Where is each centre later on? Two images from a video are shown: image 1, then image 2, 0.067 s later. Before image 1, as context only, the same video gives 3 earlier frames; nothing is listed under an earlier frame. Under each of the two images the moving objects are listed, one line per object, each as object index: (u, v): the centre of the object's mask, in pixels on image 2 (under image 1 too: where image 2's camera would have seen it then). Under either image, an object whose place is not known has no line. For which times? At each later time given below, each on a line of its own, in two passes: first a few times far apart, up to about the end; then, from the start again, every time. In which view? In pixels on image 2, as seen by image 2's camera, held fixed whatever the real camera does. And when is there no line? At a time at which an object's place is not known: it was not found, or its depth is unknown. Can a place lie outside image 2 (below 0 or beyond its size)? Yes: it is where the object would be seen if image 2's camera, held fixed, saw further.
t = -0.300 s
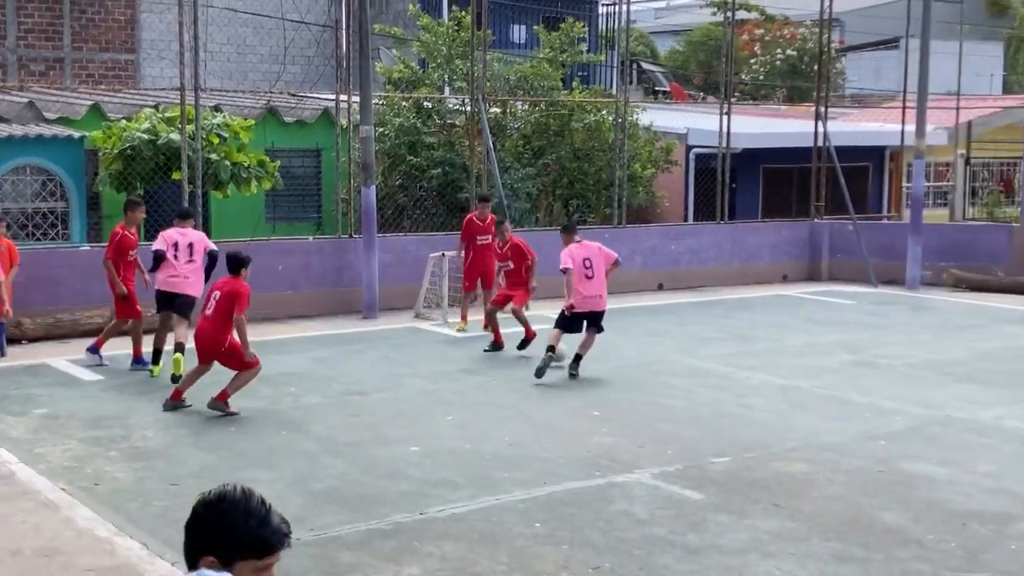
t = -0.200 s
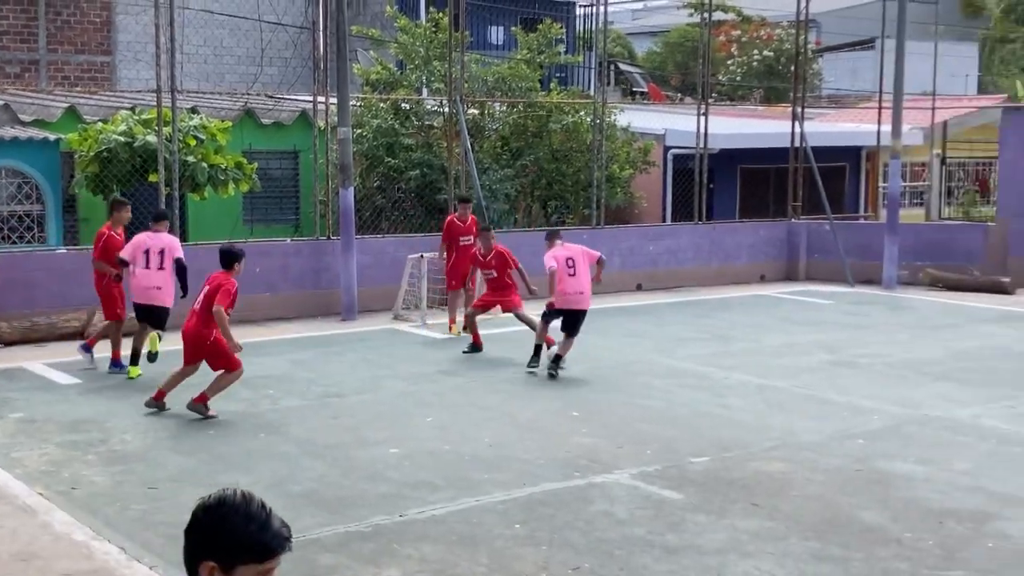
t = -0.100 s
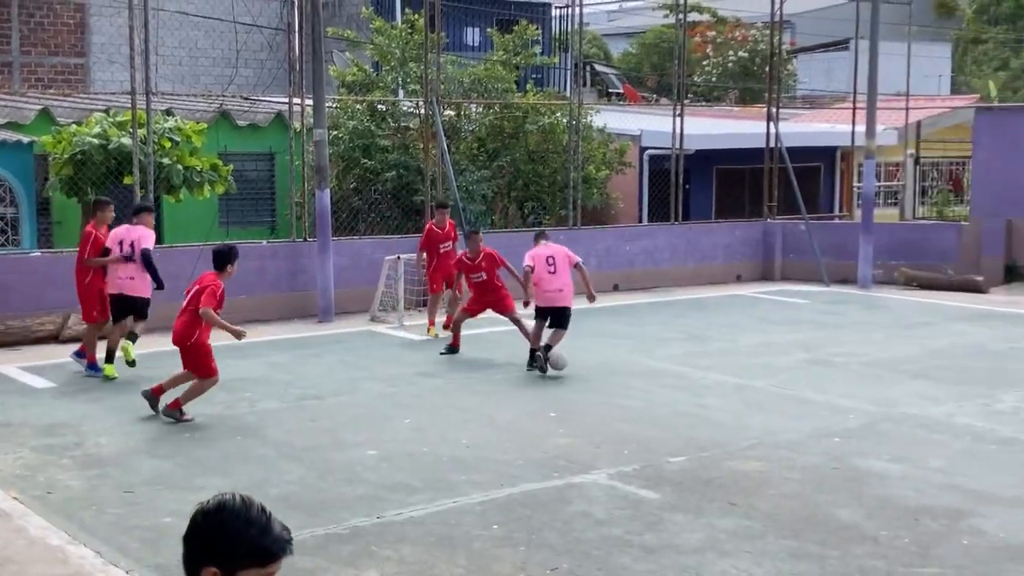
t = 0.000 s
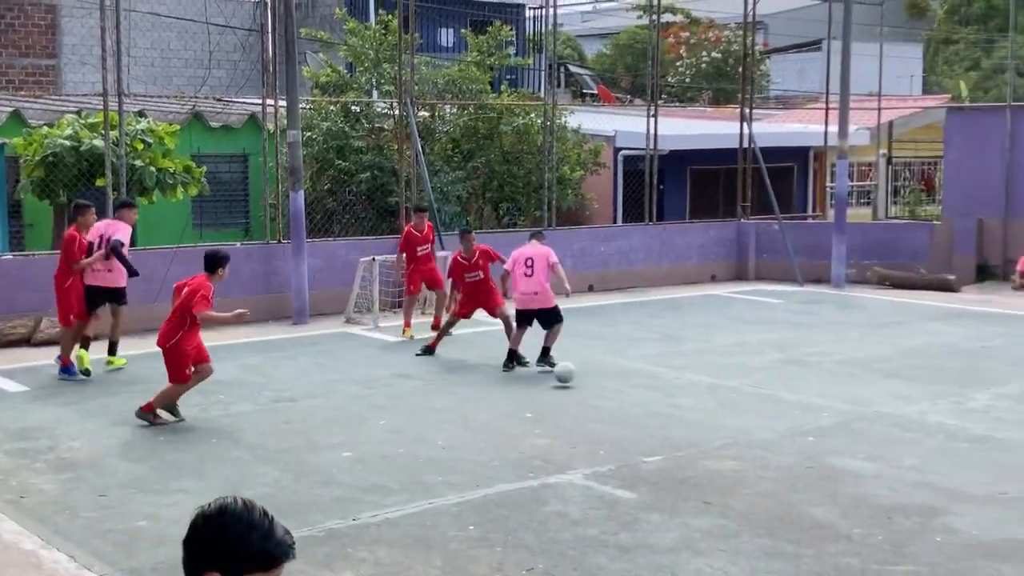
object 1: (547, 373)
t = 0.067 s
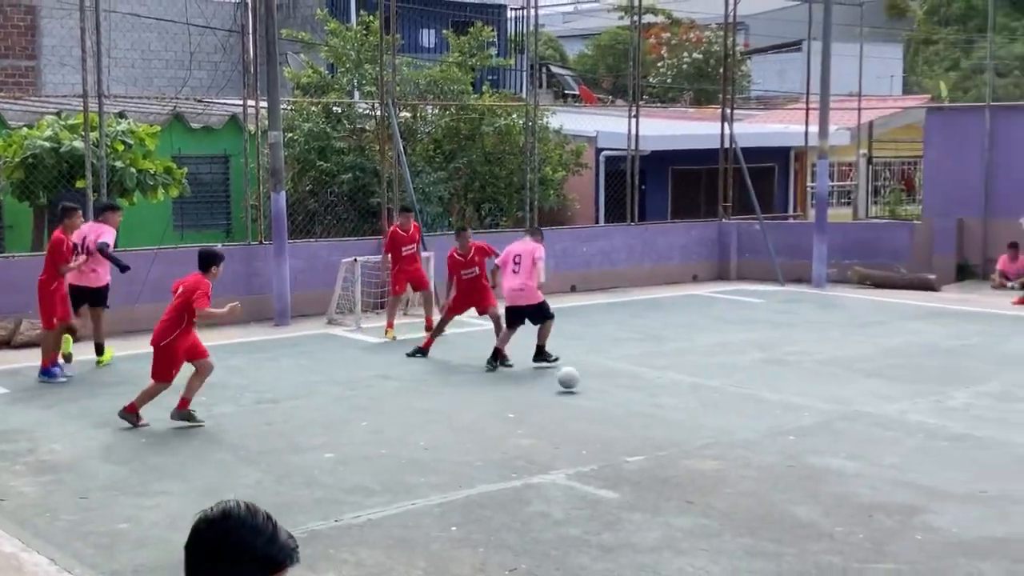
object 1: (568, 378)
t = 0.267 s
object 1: (631, 392)
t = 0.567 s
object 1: (730, 408)
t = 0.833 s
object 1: (824, 429)
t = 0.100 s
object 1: (578, 378)
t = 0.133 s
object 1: (587, 379)
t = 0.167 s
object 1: (597, 381)
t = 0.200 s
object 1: (608, 384)
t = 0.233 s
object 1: (620, 390)
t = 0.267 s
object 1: (631, 392)
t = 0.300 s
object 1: (641, 391)
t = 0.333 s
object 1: (652, 392)
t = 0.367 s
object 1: (662, 393)
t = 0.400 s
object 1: (674, 398)
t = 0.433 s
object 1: (685, 404)
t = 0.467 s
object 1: (696, 403)
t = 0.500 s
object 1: (707, 403)
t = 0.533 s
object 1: (718, 405)
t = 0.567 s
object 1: (730, 408)
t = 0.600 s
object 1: (742, 414)
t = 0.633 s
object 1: (753, 415)
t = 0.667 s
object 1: (764, 415)
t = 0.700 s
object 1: (776, 417)
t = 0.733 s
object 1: (787, 421)
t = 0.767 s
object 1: (800, 424)
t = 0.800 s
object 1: (812, 427)
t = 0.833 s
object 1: (824, 429)
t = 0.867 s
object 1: (836, 431)
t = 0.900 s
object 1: (848, 434)
